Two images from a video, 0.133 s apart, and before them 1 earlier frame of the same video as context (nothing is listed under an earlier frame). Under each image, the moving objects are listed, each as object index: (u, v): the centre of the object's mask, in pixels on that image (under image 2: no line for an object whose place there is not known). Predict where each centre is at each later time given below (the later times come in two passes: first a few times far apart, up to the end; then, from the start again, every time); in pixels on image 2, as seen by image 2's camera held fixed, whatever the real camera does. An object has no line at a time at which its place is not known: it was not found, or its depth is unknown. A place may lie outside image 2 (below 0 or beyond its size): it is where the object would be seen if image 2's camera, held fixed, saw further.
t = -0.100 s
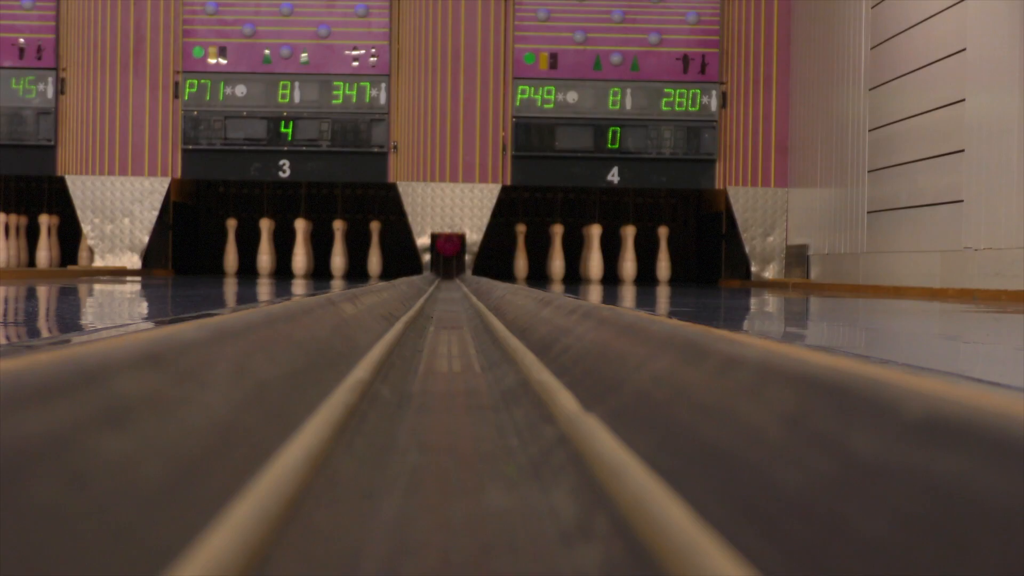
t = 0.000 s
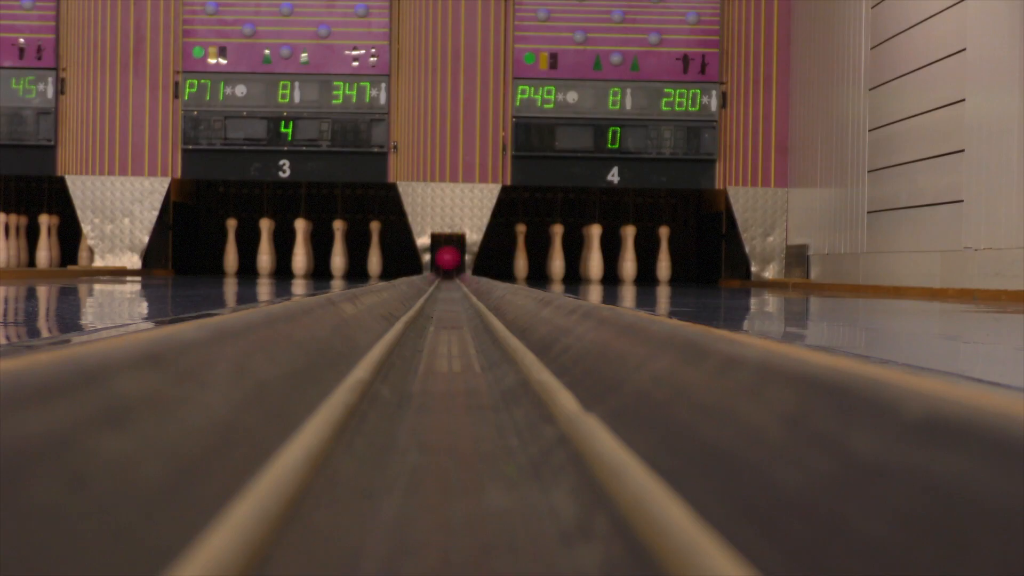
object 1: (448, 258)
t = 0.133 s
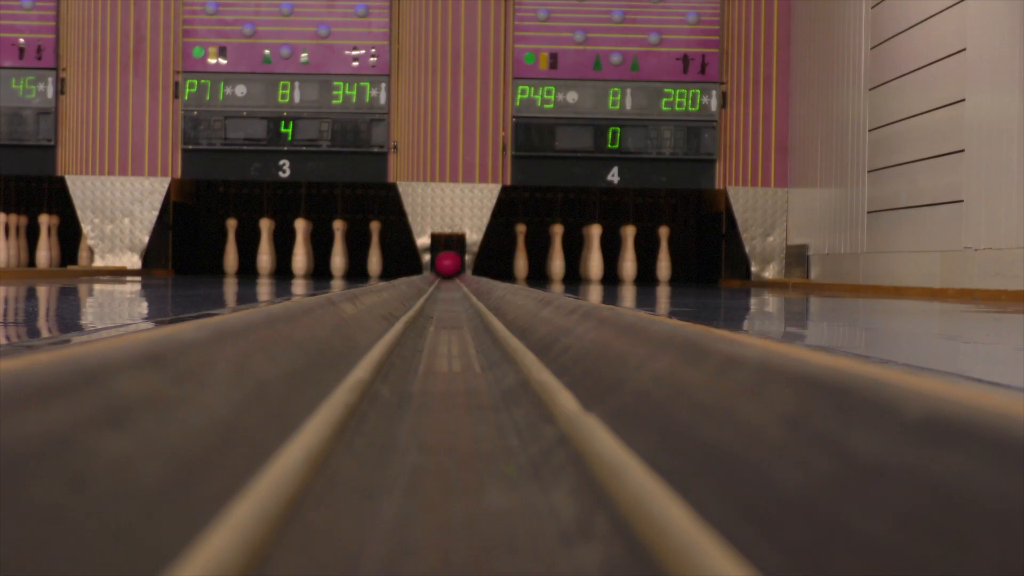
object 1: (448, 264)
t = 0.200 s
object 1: (448, 264)
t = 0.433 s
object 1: (448, 264)
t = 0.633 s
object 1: (448, 263)
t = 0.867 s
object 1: (448, 263)
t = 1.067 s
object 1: (448, 262)
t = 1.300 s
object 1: (448, 262)
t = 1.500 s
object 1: (447, 262)
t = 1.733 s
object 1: (448, 262)
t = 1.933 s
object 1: (448, 261)
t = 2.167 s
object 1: (449, 260)
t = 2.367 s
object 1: (449, 259)
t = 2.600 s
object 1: (449, 259)
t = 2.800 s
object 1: (448, 258)
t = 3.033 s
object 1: (449, 256)
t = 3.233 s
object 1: (449, 254)
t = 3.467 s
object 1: (451, 249)
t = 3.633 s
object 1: (450, 246)
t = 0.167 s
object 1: (448, 264)
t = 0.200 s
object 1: (448, 264)
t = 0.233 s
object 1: (448, 264)
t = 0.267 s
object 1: (448, 264)
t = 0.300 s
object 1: (448, 264)
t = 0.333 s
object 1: (448, 264)
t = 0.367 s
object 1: (448, 264)
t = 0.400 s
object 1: (448, 264)
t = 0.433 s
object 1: (448, 264)
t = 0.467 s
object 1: (448, 264)
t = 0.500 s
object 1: (448, 264)
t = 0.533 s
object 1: (448, 264)
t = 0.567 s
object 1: (448, 263)
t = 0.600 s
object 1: (448, 263)
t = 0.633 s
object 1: (448, 263)
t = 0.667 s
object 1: (448, 263)
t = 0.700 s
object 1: (448, 263)
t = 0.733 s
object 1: (448, 263)
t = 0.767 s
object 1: (448, 263)
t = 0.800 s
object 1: (448, 263)
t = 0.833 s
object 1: (448, 263)
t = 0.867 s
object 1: (448, 263)
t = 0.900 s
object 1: (448, 263)
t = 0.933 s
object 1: (448, 262)
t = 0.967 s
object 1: (448, 263)
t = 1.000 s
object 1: (448, 263)
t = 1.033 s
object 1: (448, 262)
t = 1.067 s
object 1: (448, 262)
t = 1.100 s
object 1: (448, 262)
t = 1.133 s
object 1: (448, 262)
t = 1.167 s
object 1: (448, 262)
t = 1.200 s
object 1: (448, 262)
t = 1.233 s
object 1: (448, 262)
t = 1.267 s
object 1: (448, 262)
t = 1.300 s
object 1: (448, 262)
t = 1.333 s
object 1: (448, 262)
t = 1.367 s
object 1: (448, 262)
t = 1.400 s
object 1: (448, 262)
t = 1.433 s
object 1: (448, 262)
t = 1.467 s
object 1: (447, 262)
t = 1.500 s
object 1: (447, 262)
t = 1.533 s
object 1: (448, 262)
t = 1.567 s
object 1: (448, 262)
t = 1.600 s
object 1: (448, 262)
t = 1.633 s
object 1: (448, 261)
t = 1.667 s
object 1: (448, 262)
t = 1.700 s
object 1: (448, 261)
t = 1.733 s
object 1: (448, 262)
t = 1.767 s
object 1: (448, 262)
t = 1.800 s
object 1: (448, 261)
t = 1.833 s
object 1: (448, 261)
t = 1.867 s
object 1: (448, 261)
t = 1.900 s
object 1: (448, 261)
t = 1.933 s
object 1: (448, 261)
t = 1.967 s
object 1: (449, 261)
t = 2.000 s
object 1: (449, 261)
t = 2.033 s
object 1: (449, 261)
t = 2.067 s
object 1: (449, 261)
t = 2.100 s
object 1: (449, 261)
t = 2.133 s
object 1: (449, 261)
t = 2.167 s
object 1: (449, 260)
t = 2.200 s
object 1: (449, 260)
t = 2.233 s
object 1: (449, 260)
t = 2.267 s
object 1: (449, 260)
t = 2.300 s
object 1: (449, 260)
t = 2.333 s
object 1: (449, 260)
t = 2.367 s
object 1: (449, 259)
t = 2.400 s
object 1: (449, 259)
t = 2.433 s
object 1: (448, 259)
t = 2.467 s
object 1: (449, 259)
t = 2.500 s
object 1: (449, 259)
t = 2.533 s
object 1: (449, 259)
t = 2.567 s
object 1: (449, 258)
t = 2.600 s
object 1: (449, 259)
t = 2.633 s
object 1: (449, 258)
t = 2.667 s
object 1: (449, 258)
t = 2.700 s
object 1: (448, 258)
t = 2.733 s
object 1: (448, 258)
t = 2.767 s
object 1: (448, 258)
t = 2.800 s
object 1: (448, 258)
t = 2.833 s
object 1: (449, 258)
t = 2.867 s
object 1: (449, 257)
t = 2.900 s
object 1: (448, 257)
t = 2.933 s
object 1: (447, 256)
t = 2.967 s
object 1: (449, 256)
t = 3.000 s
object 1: (449, 256)
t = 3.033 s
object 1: (449, 256)
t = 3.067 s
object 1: (449, 255)
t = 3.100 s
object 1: (448, 255)
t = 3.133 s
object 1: (449, 255)
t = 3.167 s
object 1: (450, 255)
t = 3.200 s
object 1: (450, 254)
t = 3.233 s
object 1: (449, 254)
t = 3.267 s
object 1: (450, 253)
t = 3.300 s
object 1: (450, 252)
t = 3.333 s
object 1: (448, 252)
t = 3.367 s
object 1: (448, 251)
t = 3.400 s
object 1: (449, 251)
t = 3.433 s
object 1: (450, 250)
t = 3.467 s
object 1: (451, 249)
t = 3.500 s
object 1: (451, 249)
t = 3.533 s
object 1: (451, 248)
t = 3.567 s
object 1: (450, 247)
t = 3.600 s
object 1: (451, 247)
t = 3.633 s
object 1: (450, 246)
